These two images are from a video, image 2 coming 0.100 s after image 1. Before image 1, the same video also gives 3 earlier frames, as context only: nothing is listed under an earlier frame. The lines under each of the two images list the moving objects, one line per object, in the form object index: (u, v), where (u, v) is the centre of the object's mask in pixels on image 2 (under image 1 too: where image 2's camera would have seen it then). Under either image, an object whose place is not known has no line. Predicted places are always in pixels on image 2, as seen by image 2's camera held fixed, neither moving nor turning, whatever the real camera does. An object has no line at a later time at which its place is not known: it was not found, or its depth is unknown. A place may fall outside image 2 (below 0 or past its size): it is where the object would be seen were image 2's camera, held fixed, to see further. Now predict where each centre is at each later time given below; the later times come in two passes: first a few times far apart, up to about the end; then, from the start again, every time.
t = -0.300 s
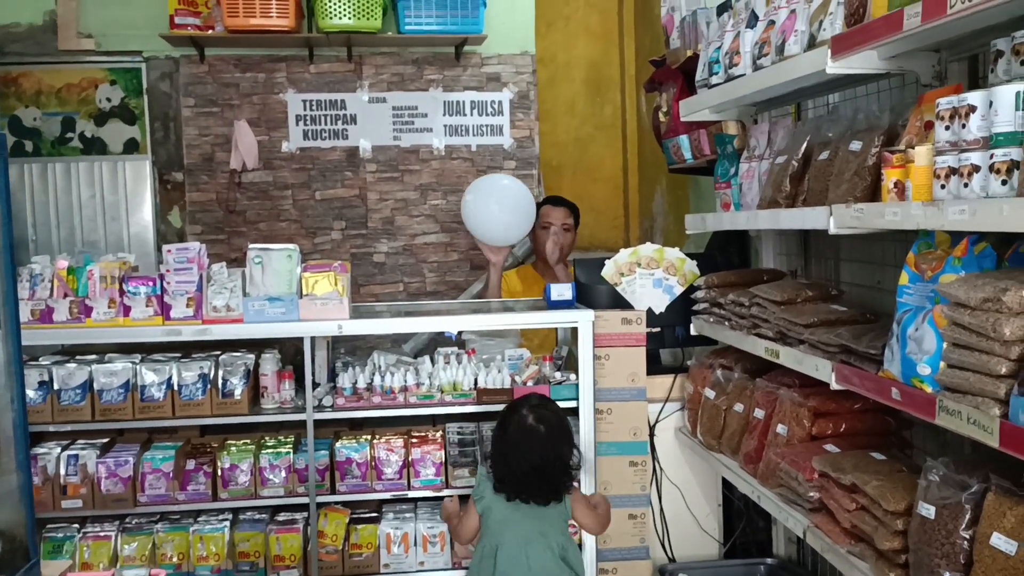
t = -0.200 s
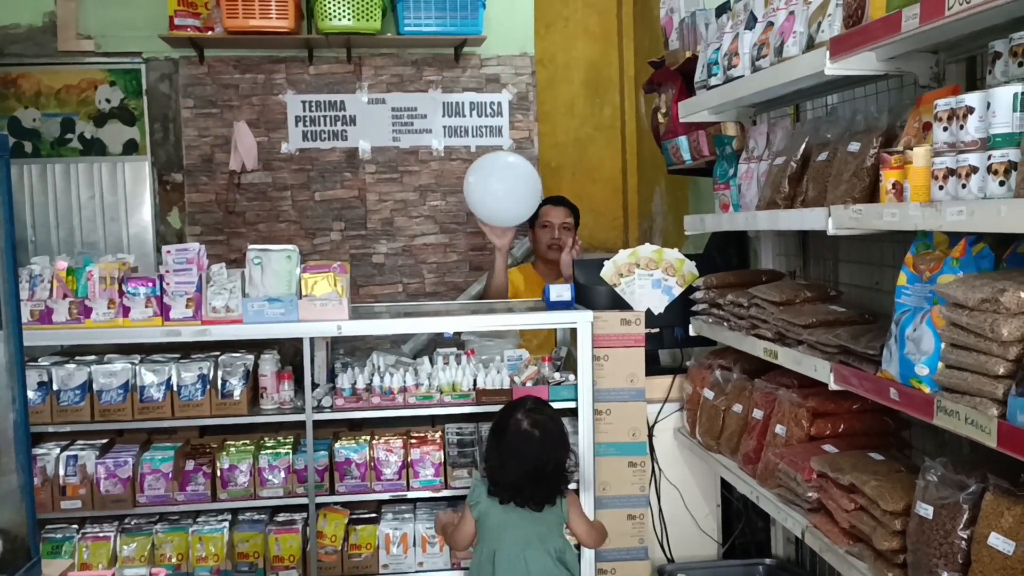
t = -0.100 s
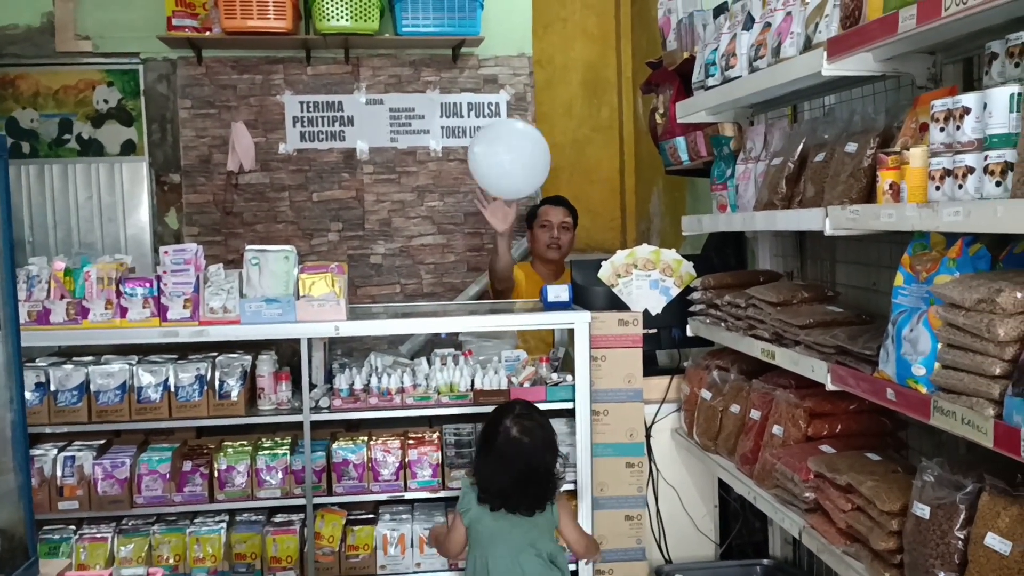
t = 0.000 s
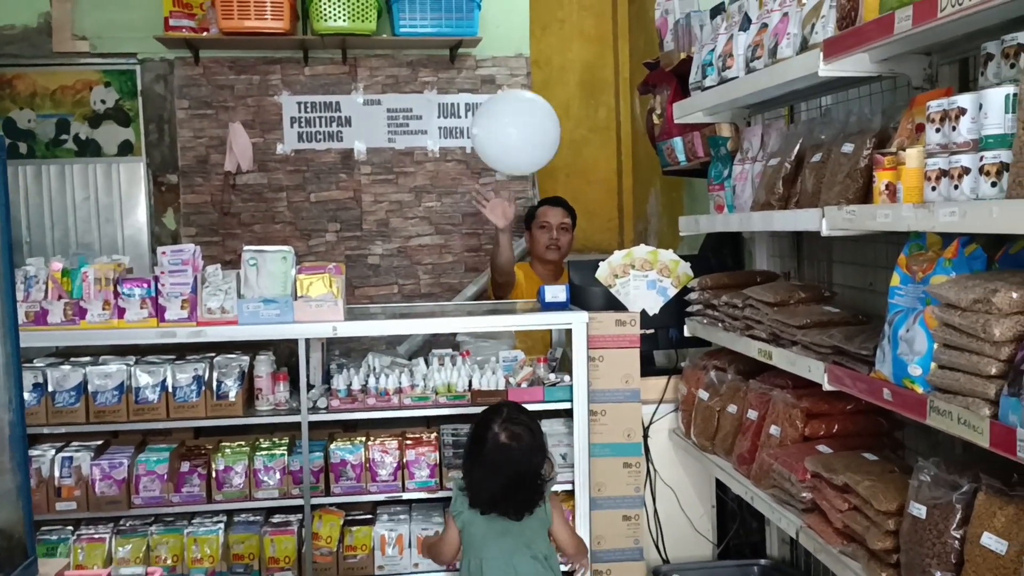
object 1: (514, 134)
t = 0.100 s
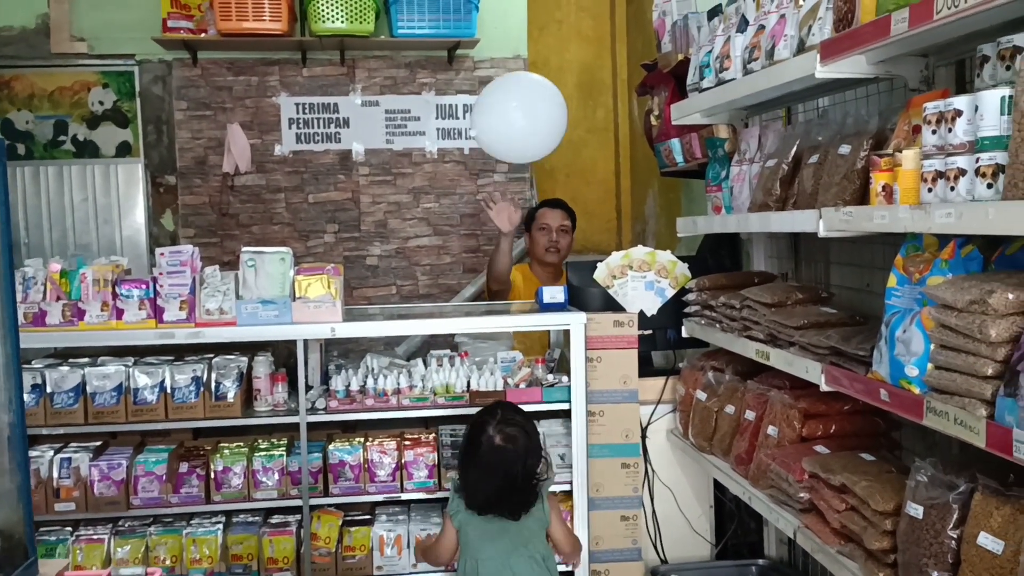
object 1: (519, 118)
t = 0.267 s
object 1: (521, 123)
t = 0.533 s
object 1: (510, 184)
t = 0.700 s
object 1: (503, 247)
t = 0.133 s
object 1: (521, 116)
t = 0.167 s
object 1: (521, 116)
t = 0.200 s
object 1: (522, 117)
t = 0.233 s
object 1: (521, 120)
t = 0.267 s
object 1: (521, 123)
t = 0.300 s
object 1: (520, 128)
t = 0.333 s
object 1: (519, 134)
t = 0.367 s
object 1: (518, 140)
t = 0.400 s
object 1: (516, 147)
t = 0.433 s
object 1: (515, 155)
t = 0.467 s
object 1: (513, 164)
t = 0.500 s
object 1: (511, 173)
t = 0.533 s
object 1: (510, 184)
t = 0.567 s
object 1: (508, 195)
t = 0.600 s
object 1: (506, 207)
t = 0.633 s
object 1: (505, 220)
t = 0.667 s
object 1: (504, 233)
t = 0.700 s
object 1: (503, 247)
